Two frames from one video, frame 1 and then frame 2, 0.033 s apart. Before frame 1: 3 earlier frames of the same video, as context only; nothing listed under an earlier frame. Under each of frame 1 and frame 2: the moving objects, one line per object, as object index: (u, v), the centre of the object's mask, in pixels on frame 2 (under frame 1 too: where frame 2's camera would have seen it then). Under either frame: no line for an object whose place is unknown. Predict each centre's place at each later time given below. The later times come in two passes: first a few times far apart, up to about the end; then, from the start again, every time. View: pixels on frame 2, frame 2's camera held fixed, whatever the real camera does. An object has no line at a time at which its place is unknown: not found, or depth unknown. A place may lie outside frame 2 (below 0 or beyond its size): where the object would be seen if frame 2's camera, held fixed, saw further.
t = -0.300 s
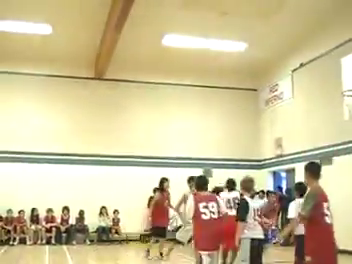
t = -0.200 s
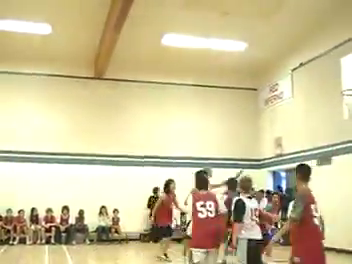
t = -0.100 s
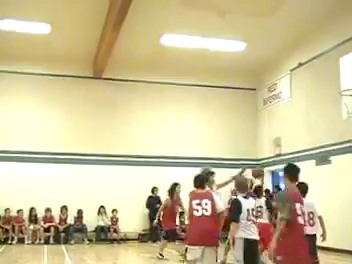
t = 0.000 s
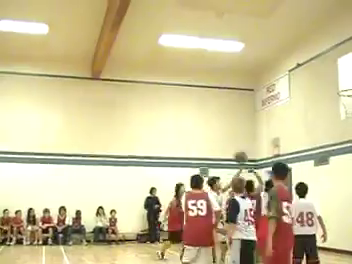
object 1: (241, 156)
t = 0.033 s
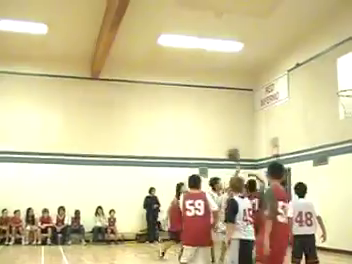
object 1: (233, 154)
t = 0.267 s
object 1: (191, 150)
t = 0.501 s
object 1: (155, 173)
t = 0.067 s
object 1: (226, 150)
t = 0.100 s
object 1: (220, 149)
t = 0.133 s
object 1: (214, 148)
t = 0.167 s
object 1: (208, 147)
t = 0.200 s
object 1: (202, 148)
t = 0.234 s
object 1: (197, 148)
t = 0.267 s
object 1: (191, 150)
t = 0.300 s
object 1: (186, 152)
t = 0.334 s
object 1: (181, 154)
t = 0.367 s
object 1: (175, 157)
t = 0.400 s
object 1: (171, 159)
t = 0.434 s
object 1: (165, 163)
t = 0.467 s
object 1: (160, 168)
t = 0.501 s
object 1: (155, 173)
